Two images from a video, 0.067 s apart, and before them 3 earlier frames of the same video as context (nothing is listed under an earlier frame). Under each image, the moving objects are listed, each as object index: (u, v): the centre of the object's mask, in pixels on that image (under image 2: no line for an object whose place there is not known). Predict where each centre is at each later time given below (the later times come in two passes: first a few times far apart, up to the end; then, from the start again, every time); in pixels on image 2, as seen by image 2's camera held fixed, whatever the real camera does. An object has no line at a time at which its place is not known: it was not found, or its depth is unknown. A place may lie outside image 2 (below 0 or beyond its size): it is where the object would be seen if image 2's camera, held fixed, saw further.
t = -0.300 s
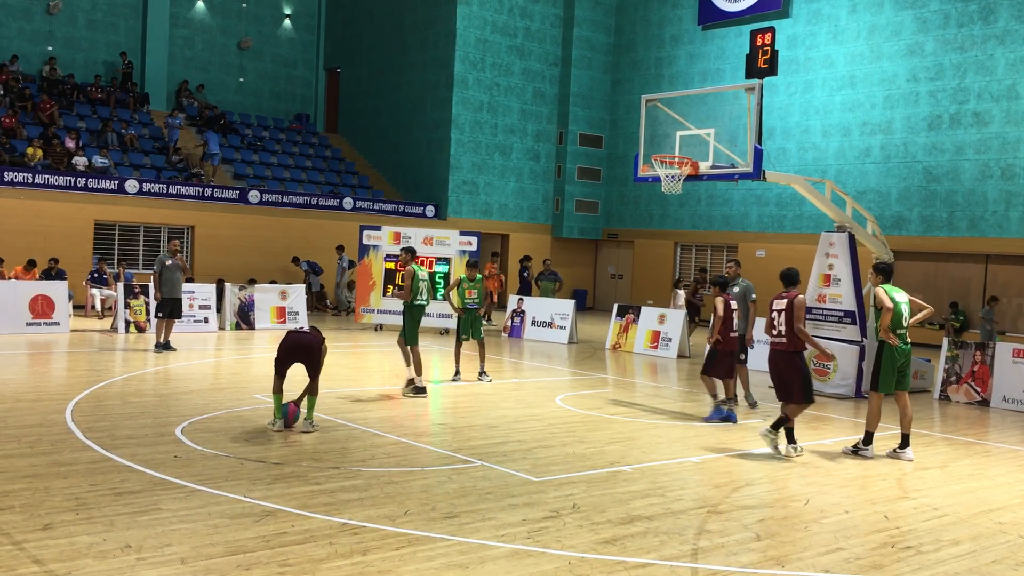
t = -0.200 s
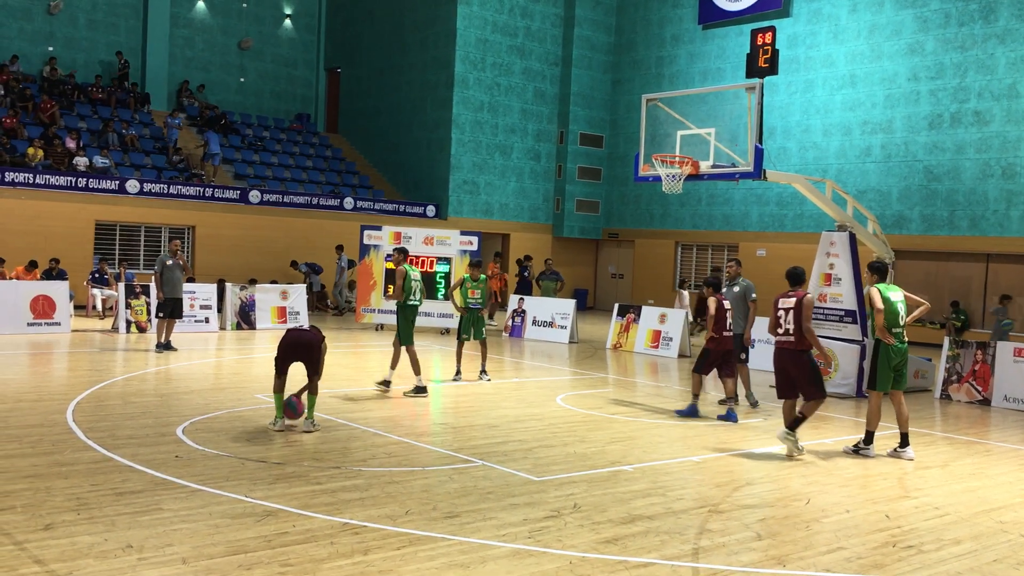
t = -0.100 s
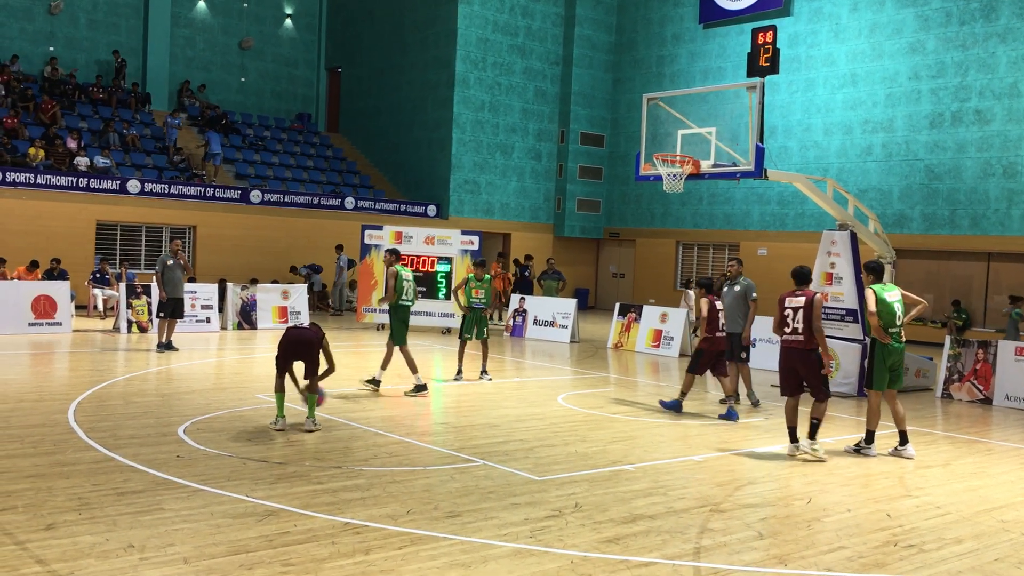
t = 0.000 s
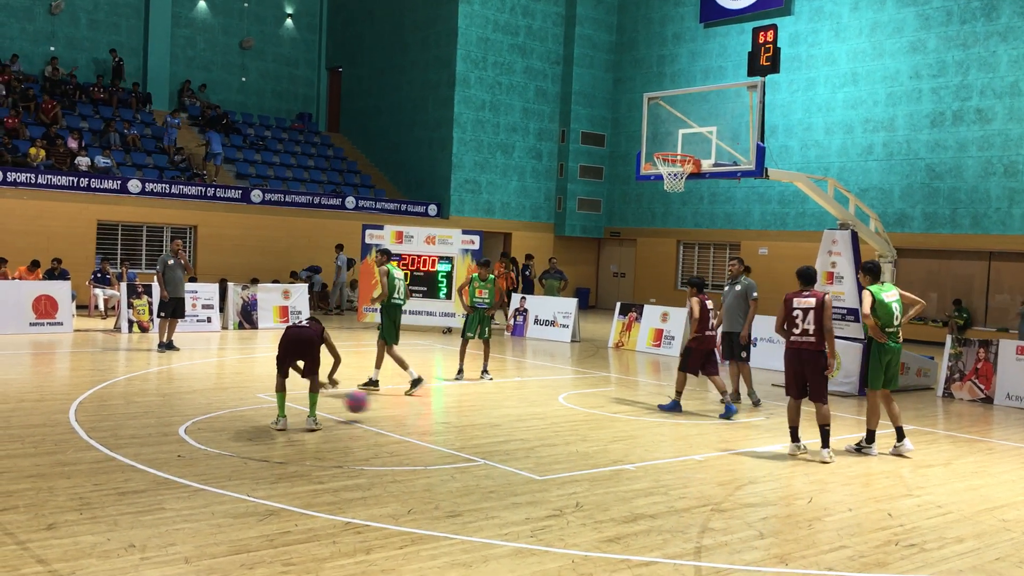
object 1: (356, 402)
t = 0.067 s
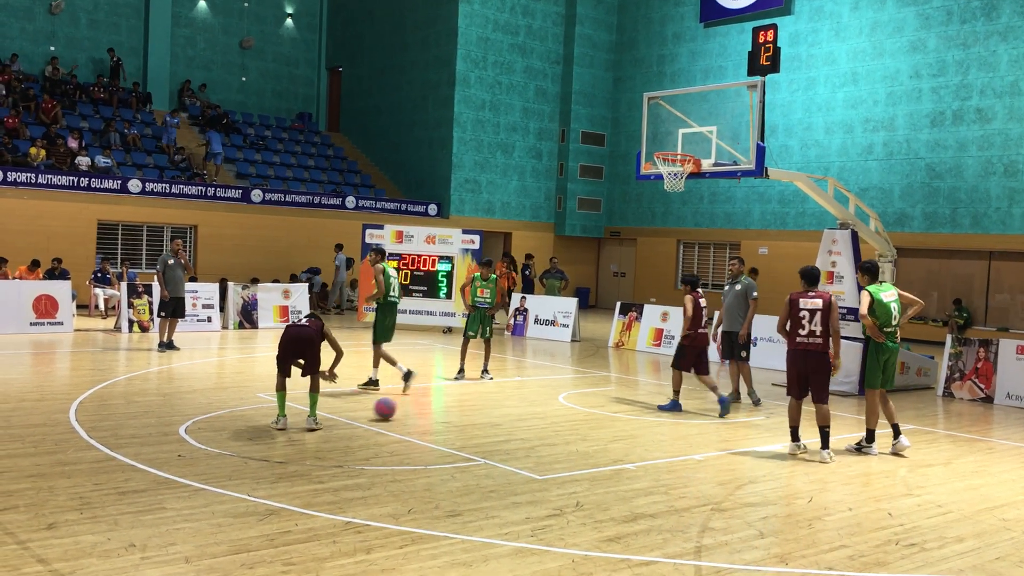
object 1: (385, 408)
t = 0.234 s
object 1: (430, 395)
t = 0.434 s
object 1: (482, 405)
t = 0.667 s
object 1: (538, 404)
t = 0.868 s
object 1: (584, 401)
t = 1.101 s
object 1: (636, 402)
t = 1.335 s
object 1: (685, 404)
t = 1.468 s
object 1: (713, 404)
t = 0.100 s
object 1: (394, 403)
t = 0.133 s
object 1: (403, 400)
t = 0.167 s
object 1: (412, 397)
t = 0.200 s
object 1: (422, 396)
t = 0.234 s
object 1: (430, 395)
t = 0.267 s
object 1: (439, 395)
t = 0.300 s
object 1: (448, 397)
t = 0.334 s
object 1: (456, 400)
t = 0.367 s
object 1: (465, 403)
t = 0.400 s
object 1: (473, 408)
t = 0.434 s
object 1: (482, 405)
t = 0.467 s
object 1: (490, 402)
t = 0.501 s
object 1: (499, 400)
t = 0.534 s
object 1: (506, 399)
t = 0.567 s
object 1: (514, 398)
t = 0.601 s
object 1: (522, 399)
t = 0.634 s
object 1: (530, 401)
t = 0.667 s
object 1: (538, 404)
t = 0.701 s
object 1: (546, 408)
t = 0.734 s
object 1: (554, 405)
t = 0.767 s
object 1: (561, 403)
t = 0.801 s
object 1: (569, 401)
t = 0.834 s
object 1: (576, 401)
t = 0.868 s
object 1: (584, 401)
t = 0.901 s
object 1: (591, 402)
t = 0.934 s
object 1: (599, 404)
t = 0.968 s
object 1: (606, 407)
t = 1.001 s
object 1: (614, 406)
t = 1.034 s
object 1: (622, 403)
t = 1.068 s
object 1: (628, 402)
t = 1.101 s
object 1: (636, 402)
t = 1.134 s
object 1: (643, 403)
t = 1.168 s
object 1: (650, 405)
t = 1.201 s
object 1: (657, 407)
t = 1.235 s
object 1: (664, 407)
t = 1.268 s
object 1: (671, 405)
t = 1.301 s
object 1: (678, 404)
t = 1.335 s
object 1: (685, 404)
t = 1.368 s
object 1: (692, 405)
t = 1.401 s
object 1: (699, 407)
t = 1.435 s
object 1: (706, 407)
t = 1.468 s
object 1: (713, 404)
